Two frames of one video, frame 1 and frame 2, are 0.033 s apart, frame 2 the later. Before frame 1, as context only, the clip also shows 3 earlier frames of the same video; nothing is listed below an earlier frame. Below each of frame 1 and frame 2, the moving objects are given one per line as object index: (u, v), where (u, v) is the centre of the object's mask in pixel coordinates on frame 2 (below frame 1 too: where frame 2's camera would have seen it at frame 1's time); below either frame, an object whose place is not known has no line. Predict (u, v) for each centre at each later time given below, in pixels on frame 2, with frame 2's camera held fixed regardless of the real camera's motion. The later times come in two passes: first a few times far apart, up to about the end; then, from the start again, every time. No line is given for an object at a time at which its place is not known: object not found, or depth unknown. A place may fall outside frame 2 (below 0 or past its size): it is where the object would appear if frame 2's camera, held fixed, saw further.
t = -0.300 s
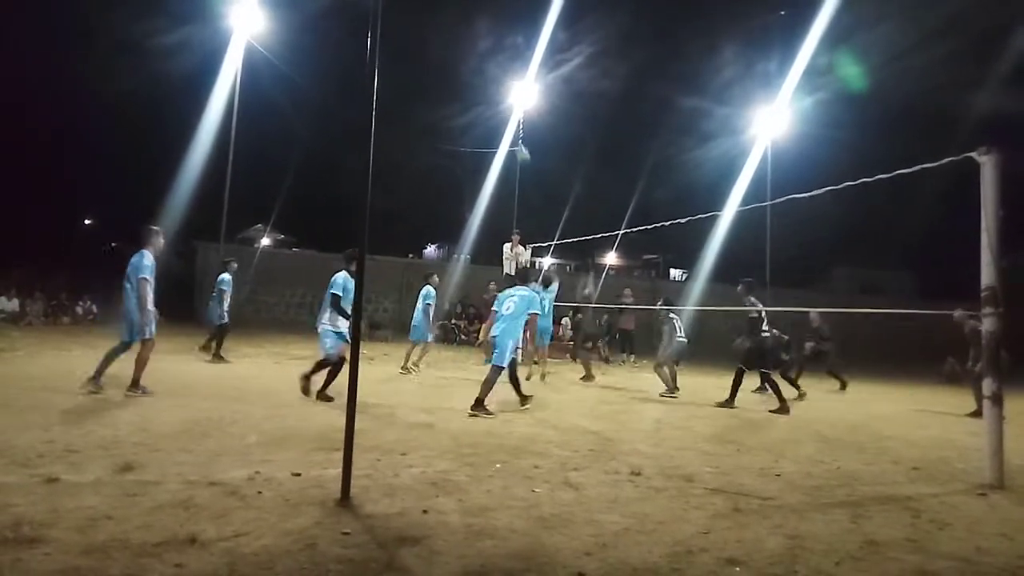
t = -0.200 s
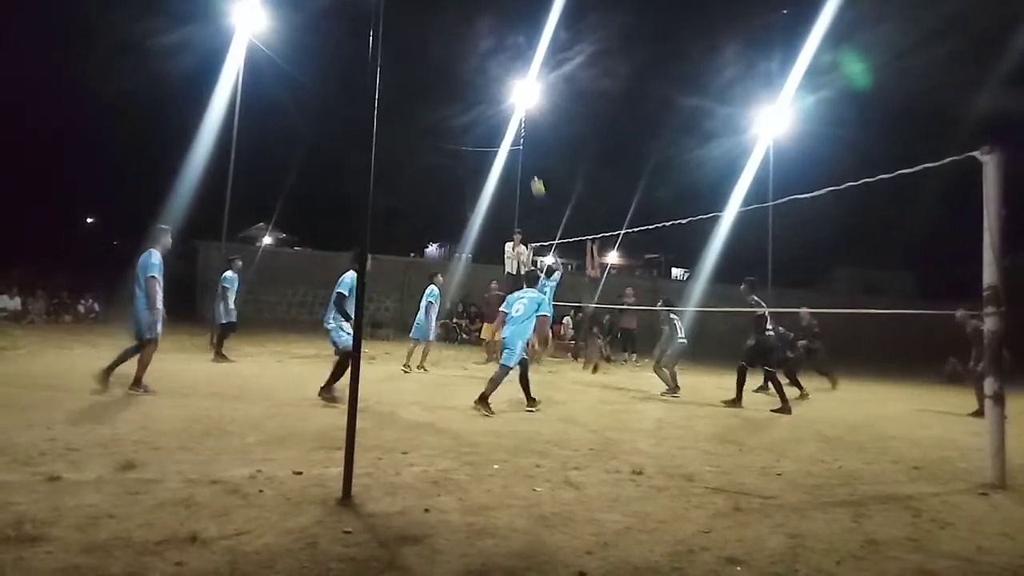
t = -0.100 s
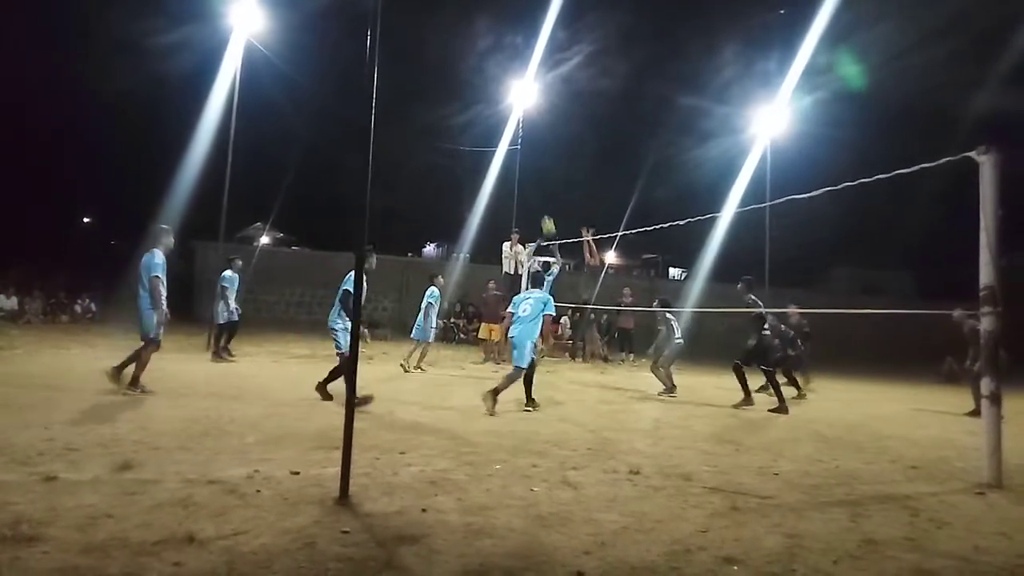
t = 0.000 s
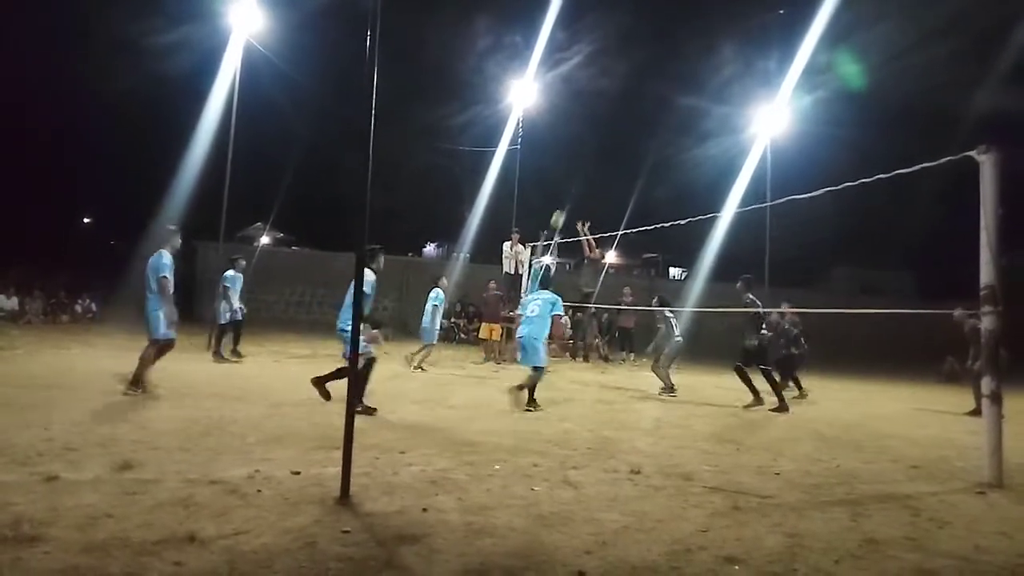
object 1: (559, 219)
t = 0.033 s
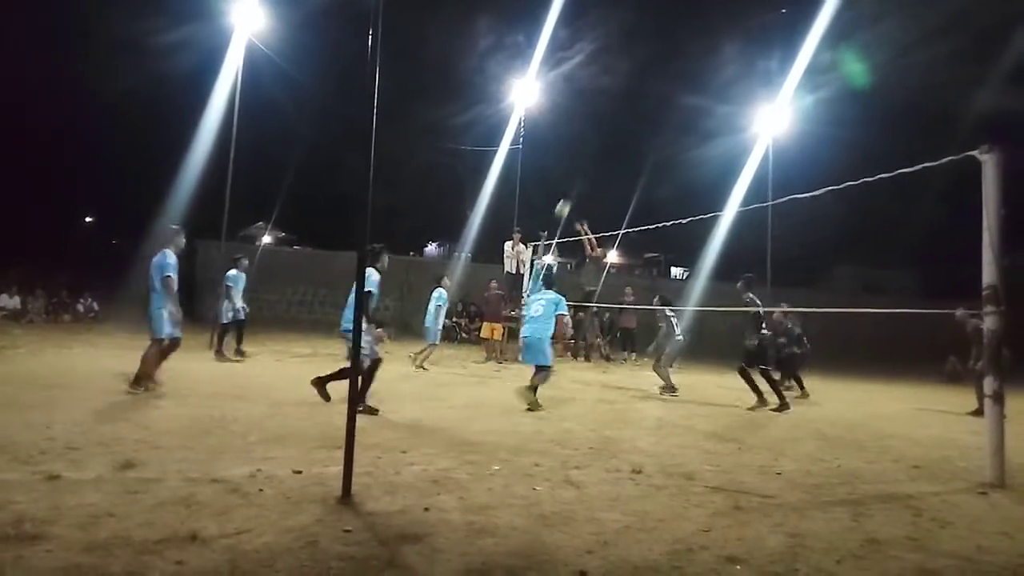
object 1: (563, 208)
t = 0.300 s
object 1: (586, 143)
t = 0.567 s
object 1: (610, 114)
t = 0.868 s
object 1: (638, 148)
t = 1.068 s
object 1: (660, 222)
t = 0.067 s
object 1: (565, 198)
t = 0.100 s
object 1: (568, 189)
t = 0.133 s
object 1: (571, 180)
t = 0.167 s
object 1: (574, 172)
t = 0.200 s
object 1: (578, 164)
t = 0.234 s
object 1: (581, 156)
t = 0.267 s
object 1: (583, 149)
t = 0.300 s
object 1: (586, 143)
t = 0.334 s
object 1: (589, 137)
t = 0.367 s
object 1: (592, 132)
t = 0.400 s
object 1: (595, 127)
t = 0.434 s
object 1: (598, 123)
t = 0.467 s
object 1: (601, 120)
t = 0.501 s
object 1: (604, 117)
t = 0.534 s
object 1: (607, 115)
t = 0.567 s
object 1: (610, 114)
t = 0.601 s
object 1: (613, 114)
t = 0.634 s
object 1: (617, 115)
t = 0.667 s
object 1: (620, 116)
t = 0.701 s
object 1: (623, 118)
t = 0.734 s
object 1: (626, 123)
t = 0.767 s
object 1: (629, 127)
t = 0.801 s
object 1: (632, 133)
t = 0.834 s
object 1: (635, 140)
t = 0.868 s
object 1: (638, 148)
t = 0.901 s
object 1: (642, 157)
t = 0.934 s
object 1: (645, 168)
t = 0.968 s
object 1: (649, 178)
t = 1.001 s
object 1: (652, 192)
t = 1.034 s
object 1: (656, 207)
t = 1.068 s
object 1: (660, 222)
